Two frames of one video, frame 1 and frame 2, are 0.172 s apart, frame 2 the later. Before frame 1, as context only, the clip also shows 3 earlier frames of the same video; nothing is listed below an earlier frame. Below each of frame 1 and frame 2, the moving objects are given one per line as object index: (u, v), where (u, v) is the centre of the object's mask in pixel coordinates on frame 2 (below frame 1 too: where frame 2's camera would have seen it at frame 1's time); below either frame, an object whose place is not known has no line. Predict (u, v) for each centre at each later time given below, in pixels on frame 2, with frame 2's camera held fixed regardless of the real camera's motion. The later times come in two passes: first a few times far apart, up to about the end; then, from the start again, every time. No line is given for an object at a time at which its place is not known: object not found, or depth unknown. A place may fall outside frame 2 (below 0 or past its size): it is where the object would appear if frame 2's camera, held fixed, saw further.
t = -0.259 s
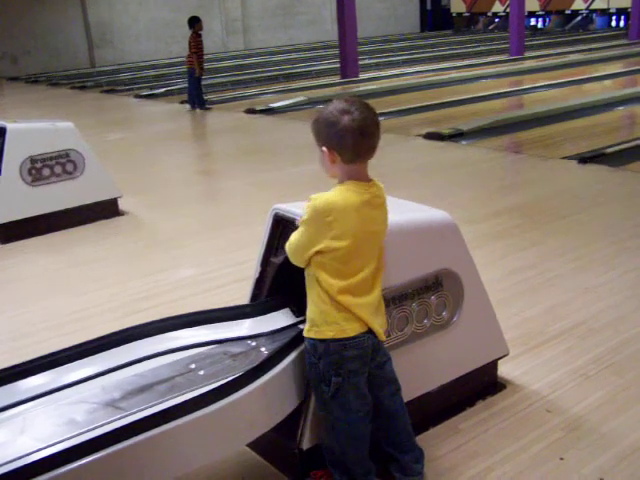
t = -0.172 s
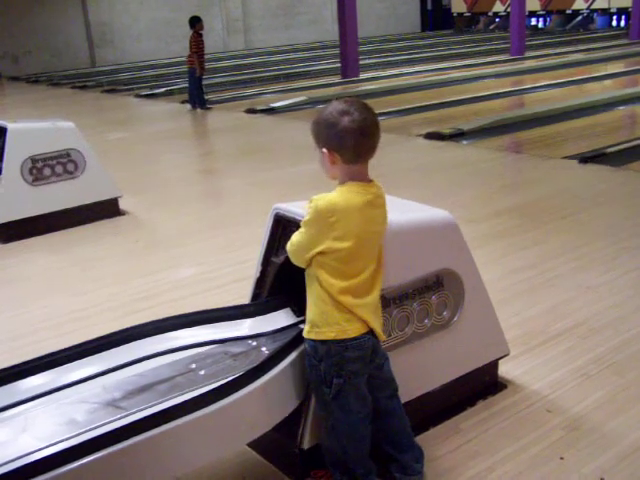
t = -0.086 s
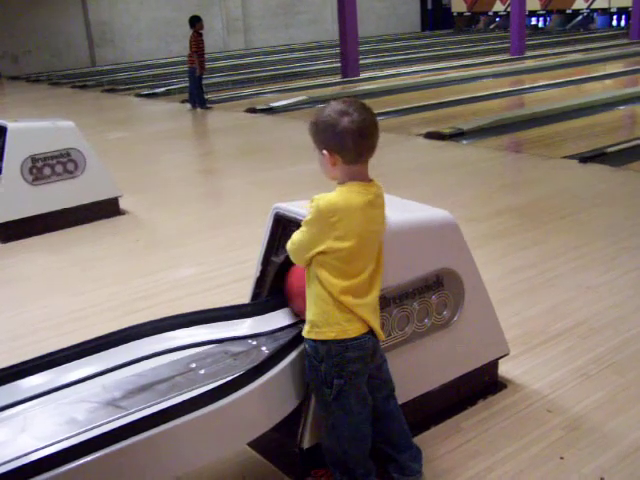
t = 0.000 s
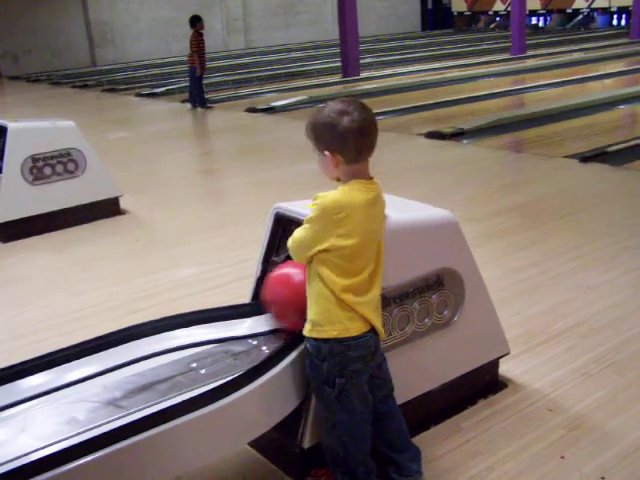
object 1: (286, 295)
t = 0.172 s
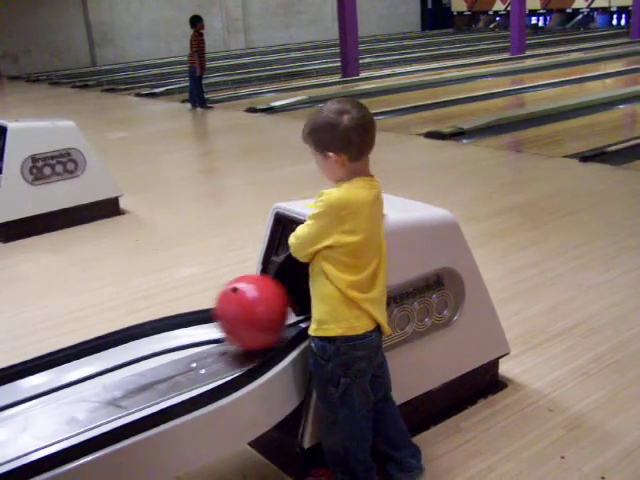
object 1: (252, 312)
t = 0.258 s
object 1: (229, 320)
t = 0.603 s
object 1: (147, 347)
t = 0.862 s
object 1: (98, 362)
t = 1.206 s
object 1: (37, 380)
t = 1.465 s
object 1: (3, 392)
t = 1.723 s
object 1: (-42, 407)
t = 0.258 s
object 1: (229, 320)
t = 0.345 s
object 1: (206, 327)
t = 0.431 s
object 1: (186, 334)
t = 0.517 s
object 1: (166, 341)
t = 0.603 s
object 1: (147, 347)
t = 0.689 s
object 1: (130, 353)
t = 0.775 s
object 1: (113, 358)
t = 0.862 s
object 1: (98, 362)
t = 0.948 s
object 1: (84, 367)
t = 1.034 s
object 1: (69, 371)
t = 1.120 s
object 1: (54, 375)
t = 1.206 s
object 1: (37, 380)
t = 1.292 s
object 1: (25, 384)
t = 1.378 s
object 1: (15, 388)
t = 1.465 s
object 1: (3, 392)
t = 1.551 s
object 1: (-12, 397)
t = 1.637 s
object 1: (-28, 402)
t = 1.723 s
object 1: (-42, 407)
